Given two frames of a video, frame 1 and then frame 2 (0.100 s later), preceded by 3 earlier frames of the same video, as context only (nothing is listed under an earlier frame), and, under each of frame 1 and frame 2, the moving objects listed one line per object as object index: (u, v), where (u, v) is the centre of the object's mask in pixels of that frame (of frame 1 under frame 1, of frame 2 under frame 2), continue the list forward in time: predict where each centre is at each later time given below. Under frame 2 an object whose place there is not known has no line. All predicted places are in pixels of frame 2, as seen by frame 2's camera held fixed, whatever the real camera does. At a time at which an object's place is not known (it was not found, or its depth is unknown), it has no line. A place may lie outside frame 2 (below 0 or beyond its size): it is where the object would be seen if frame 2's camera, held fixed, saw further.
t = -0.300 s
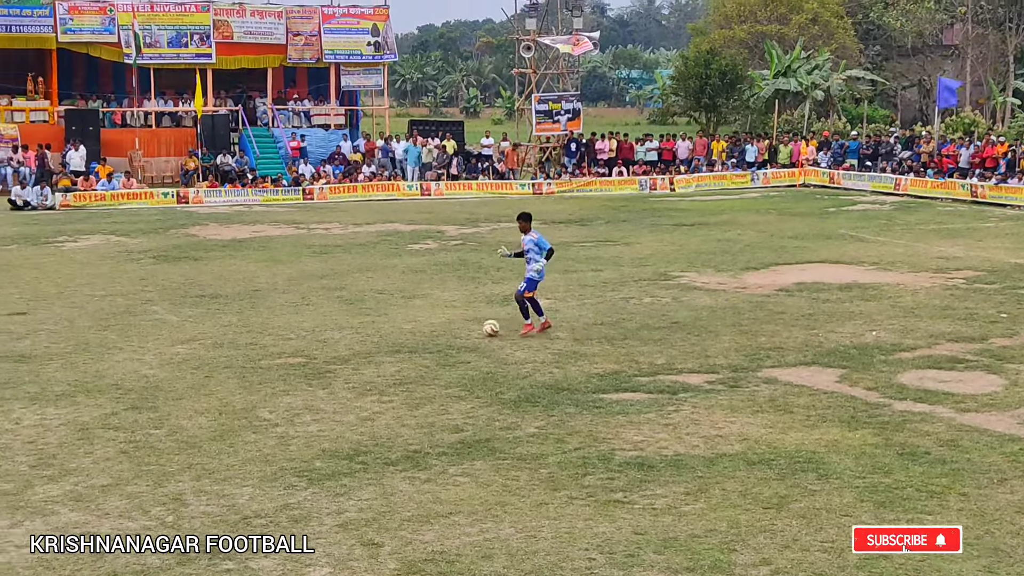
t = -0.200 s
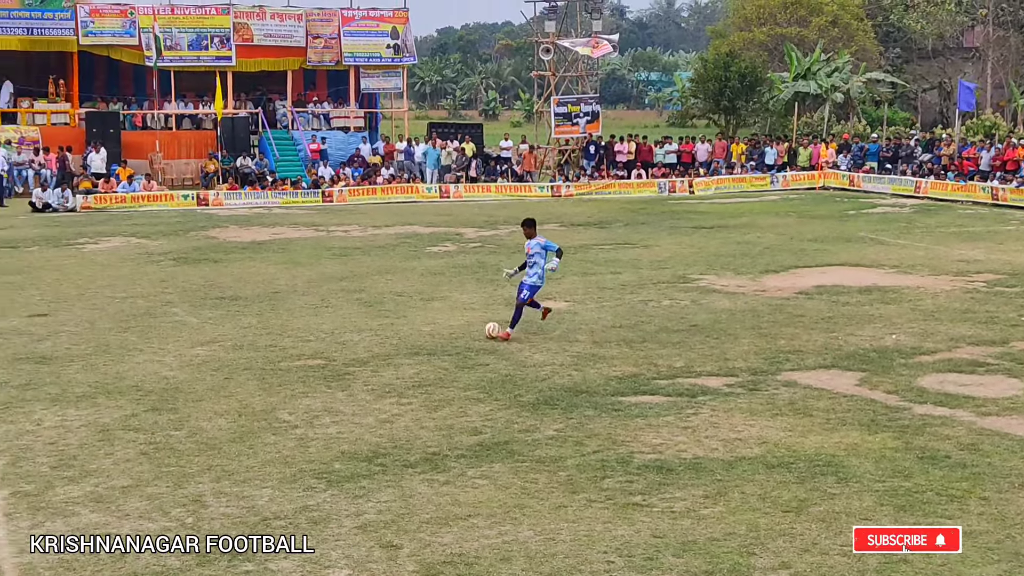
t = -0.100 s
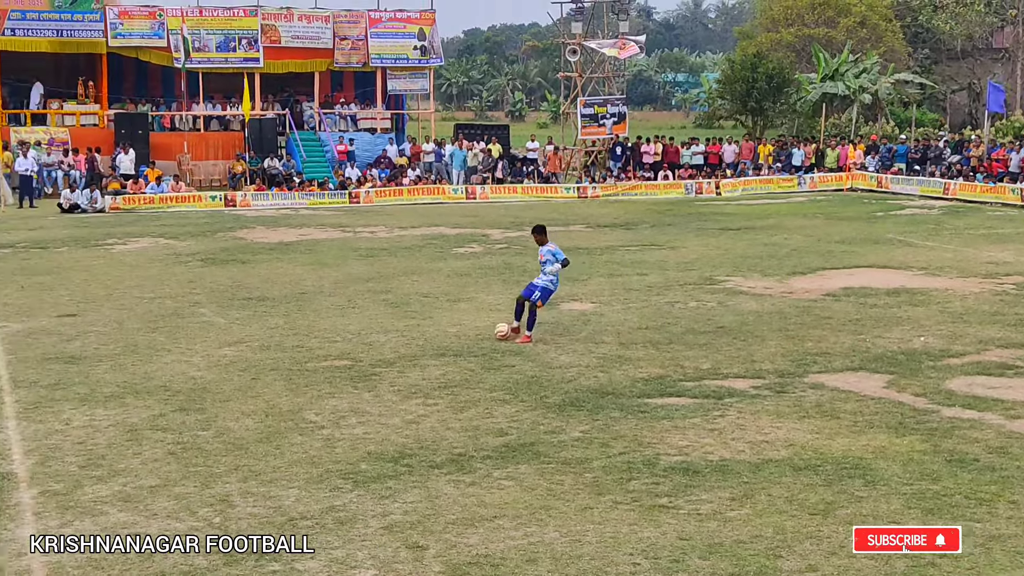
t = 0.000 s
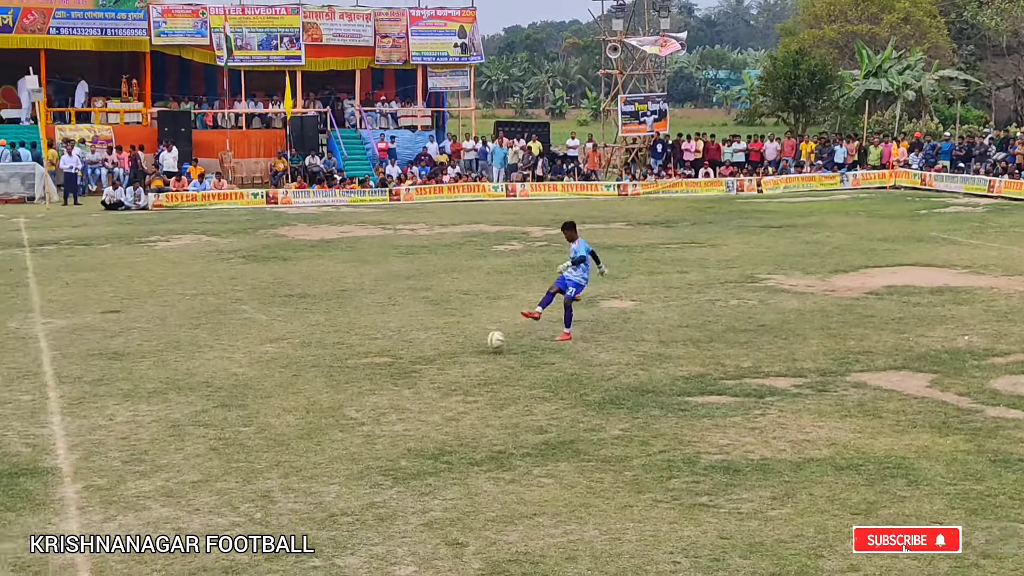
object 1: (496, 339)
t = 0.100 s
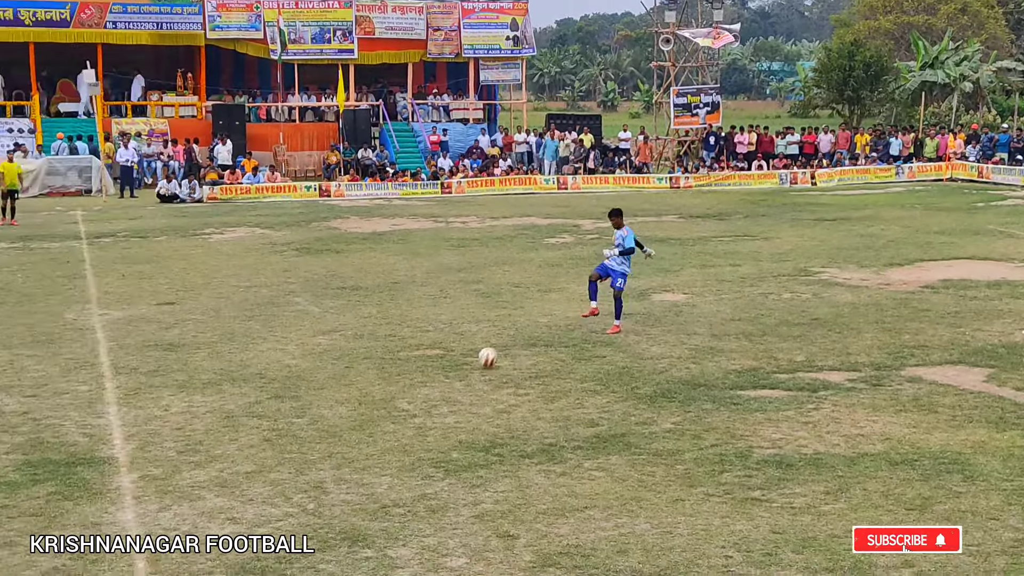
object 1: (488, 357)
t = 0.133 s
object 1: (469, 367)
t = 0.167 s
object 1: (450, 370)
